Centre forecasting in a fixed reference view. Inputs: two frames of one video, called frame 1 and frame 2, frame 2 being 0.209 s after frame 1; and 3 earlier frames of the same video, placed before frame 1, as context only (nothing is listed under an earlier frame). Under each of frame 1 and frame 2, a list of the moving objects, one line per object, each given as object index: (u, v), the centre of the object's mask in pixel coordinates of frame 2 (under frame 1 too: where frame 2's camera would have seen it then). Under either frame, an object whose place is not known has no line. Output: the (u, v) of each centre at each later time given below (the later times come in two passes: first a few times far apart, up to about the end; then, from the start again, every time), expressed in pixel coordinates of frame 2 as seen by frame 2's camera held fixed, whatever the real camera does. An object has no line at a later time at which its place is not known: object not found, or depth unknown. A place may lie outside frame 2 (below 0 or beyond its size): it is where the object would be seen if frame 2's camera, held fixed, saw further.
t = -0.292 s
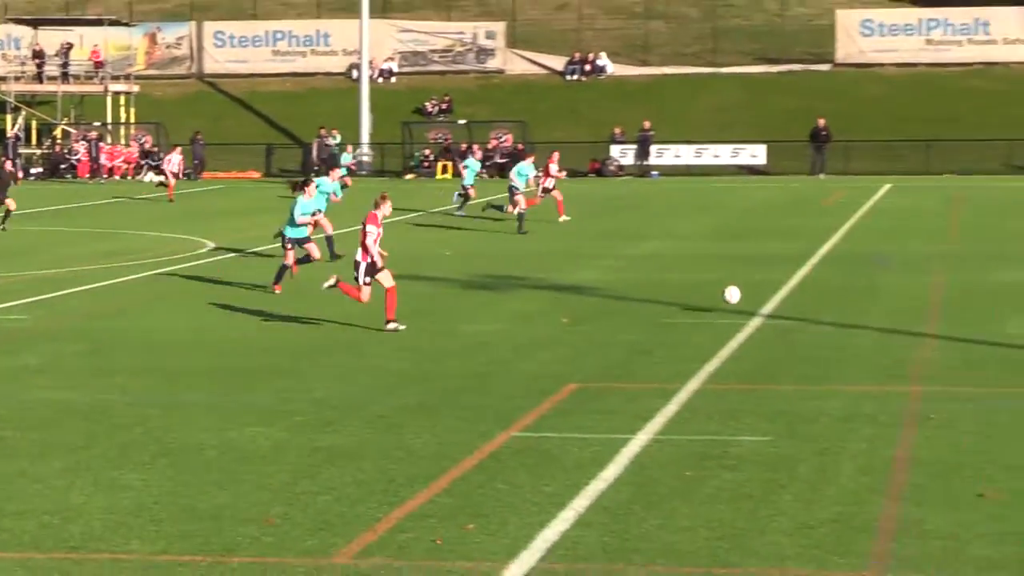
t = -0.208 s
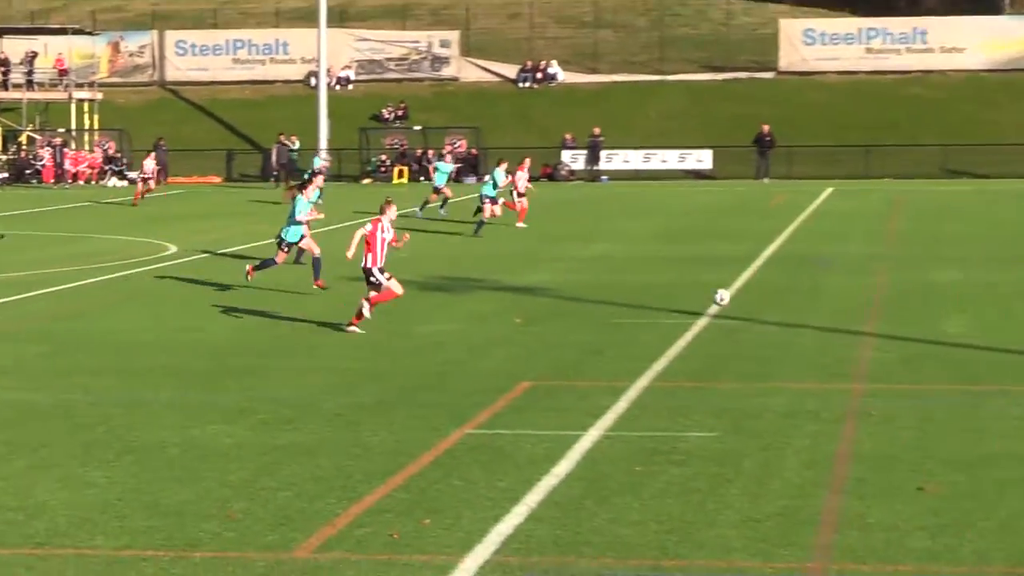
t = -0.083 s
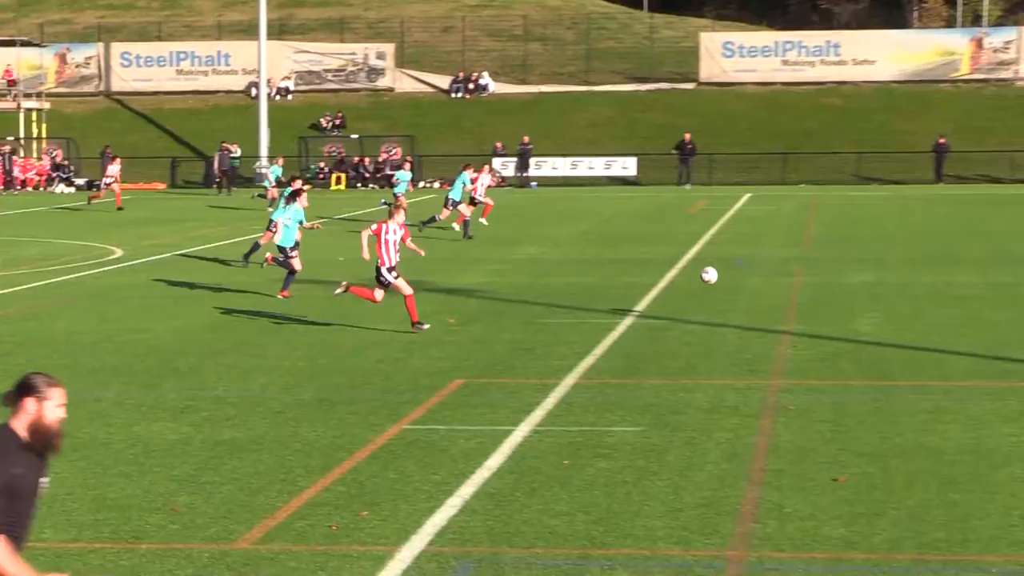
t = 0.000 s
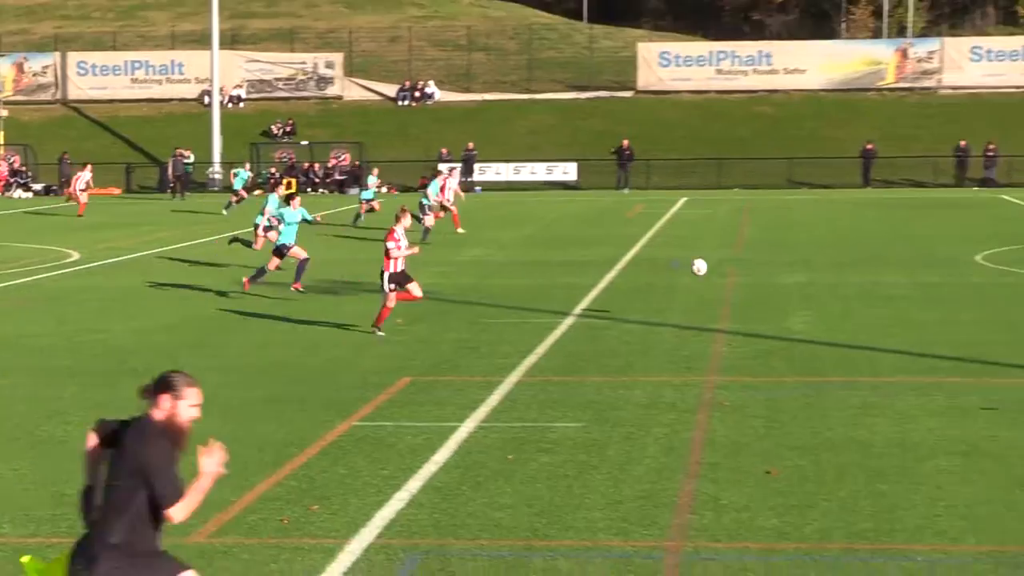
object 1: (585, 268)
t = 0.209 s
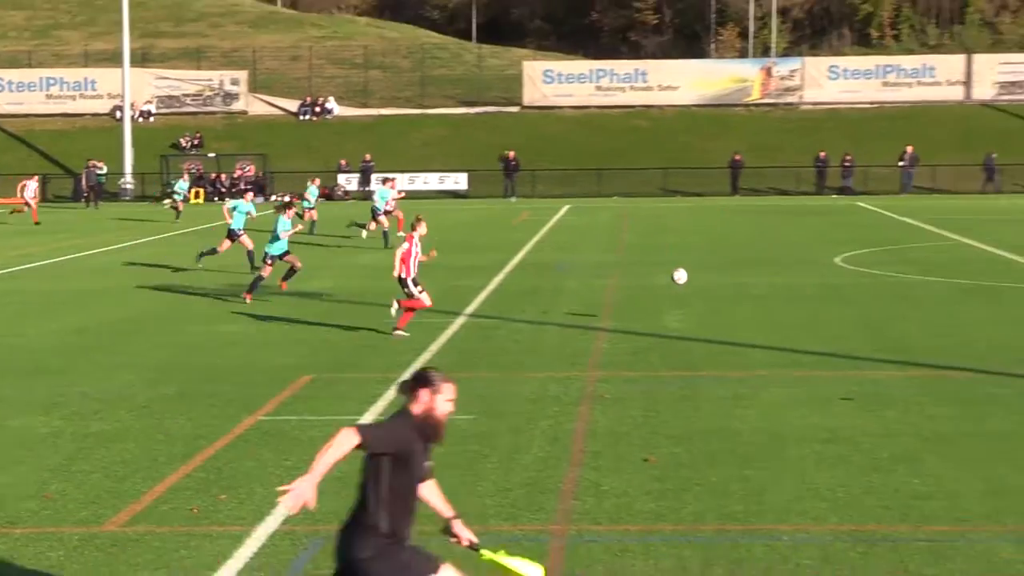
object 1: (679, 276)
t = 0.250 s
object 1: (698, 281)
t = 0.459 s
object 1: (807, 316)
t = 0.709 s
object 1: (933, 299)
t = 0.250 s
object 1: (698, 281)
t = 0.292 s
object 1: (718, 287)
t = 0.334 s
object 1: (737, 294)
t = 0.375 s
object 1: (757, 303)
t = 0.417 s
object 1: (777, 314)
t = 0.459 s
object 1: (807, 316)
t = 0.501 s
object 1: (827, 311)
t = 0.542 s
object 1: (848, 306)
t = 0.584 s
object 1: (868, 302)
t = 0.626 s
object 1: (889, 299)
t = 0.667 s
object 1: (911, 299)
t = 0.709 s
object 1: (933, 299)
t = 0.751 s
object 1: (955, 301)
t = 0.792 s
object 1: (977, 304)
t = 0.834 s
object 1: (1001, 308)
